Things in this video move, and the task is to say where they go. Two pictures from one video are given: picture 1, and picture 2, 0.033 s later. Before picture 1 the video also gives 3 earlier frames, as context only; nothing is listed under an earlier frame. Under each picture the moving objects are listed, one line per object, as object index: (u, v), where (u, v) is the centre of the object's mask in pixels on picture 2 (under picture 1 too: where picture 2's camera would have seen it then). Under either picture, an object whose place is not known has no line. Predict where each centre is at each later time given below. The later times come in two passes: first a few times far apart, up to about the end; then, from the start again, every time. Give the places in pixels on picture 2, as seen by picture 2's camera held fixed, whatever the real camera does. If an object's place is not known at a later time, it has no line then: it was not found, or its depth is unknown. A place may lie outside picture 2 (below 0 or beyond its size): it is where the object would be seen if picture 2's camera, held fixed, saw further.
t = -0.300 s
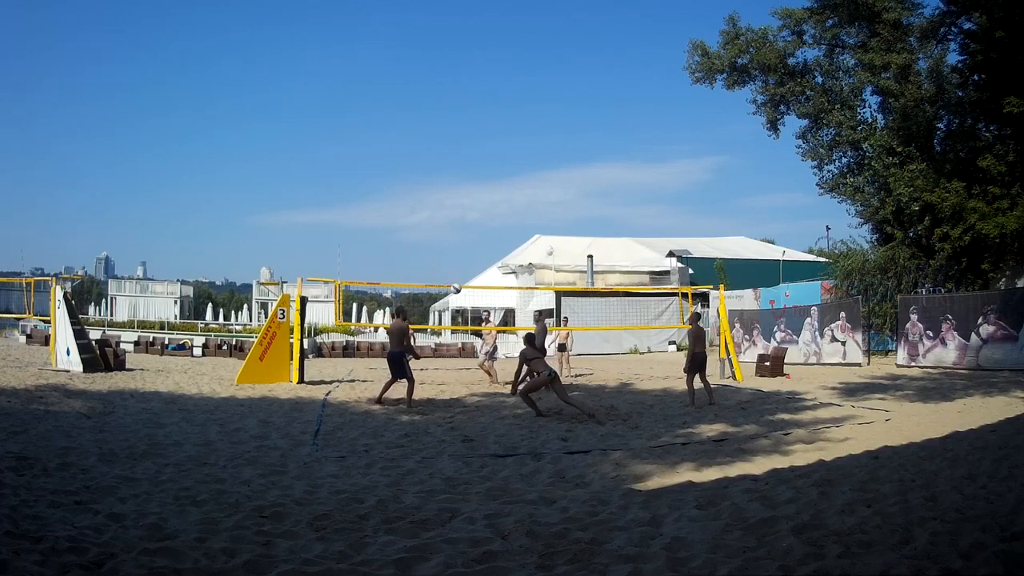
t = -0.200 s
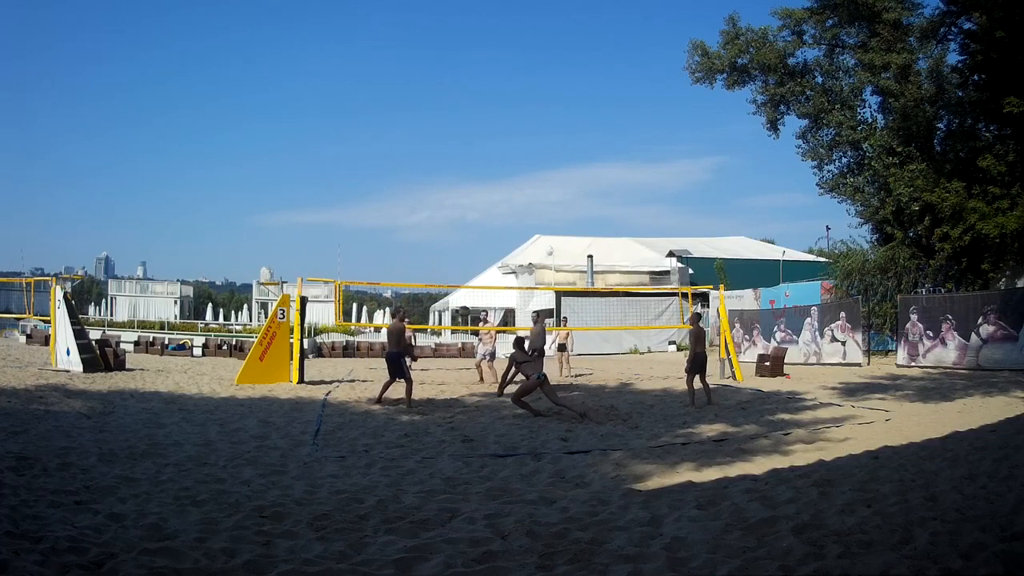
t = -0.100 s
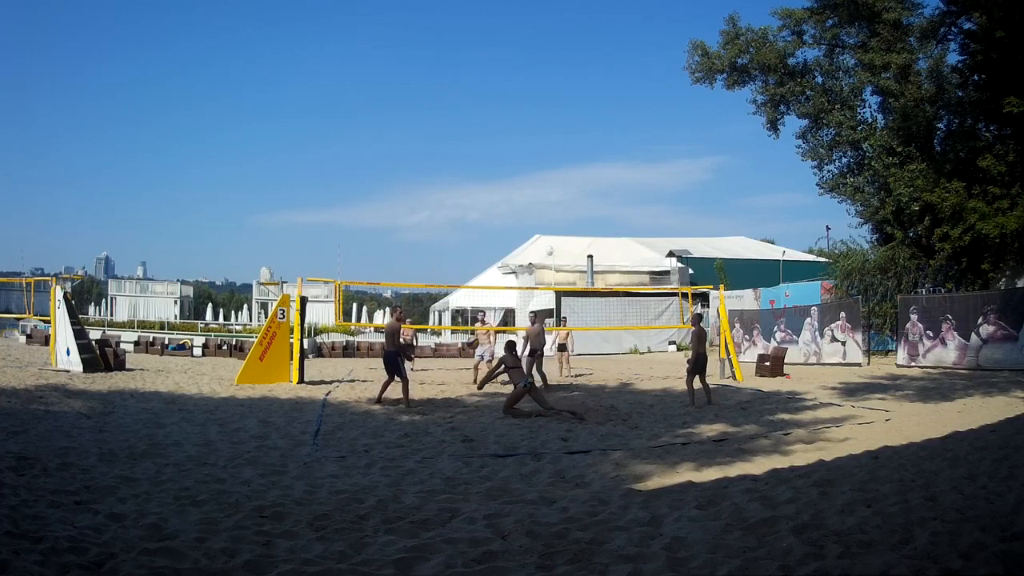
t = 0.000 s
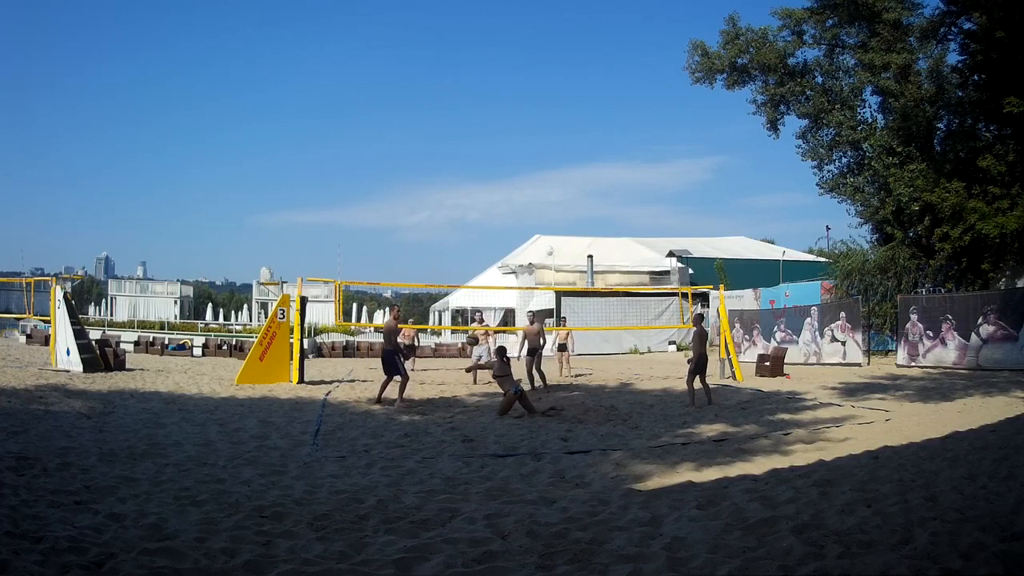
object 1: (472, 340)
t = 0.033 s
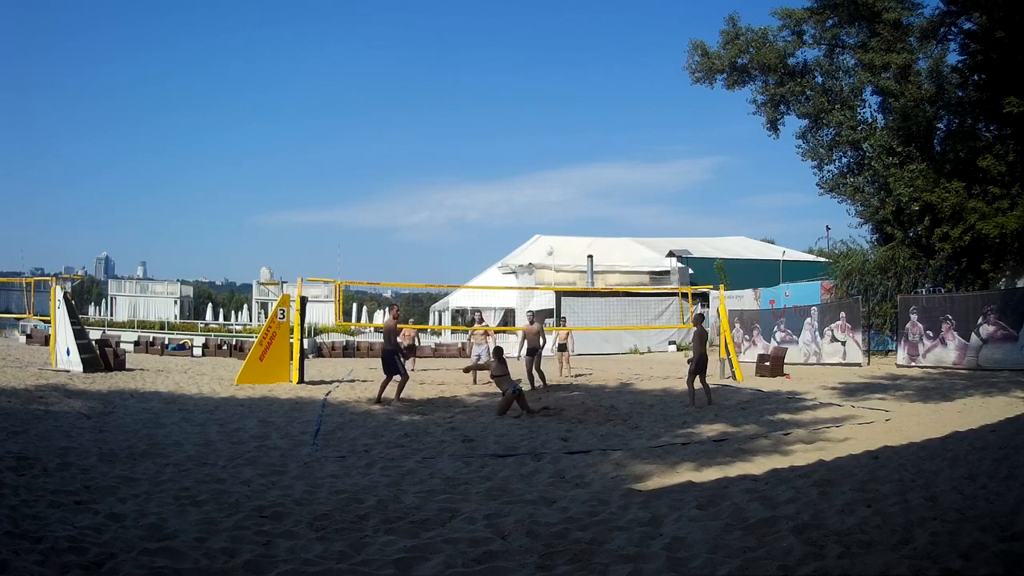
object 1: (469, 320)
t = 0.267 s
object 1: (448, 213)
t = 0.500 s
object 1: (430, 144)
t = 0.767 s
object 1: (412, 106)
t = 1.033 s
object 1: (393, 106)
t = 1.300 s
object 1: (374, 140)
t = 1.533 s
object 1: (357, 198)
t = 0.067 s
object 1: (465, 303)
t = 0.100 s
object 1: (462, 285)
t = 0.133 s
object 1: (459, 269)
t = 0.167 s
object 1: (456, 254)
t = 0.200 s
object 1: (453, 239)
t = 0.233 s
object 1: (450, 225)
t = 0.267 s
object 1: (448, 213)
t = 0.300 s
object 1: (445, 200)
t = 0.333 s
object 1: (442, 189)
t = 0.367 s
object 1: (440, 179)
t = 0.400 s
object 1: (437, 169)
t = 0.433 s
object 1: (435, 160)
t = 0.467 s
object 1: (433, 151)
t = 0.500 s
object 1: (430, 144)
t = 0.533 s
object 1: (428, 137)
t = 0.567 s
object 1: (426, 131)
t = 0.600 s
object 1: (423, 125)
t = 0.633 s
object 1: (421, 120)
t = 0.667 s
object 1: (418, 116)
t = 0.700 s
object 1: (416, 112)
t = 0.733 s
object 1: (414, 109)
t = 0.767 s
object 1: (412, 106)
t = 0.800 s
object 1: (409, 104)
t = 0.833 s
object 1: (407, 103)
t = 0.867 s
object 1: (405, 102)
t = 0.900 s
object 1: (403, 102)
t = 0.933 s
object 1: (400, 102)
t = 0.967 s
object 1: (398, 103)
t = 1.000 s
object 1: (396, 104)
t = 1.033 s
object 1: (393, 106)
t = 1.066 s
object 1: (391, 108)
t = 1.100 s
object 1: (389, 111)
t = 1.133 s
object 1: (387, 115)
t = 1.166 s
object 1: (384, 119)
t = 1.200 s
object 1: (382, 123)
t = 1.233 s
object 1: (379, 128)
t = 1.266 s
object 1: (377, 134)
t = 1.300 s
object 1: (374, 140)
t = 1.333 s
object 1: (372, 146)
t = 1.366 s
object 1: (369, 154)
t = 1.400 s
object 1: (367, 161)
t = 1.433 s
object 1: (364, 170)
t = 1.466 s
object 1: (362, 179)
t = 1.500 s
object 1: (359, 188)
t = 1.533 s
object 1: (357, 198)
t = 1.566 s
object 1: (354, 208)
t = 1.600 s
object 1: (351, 219)
